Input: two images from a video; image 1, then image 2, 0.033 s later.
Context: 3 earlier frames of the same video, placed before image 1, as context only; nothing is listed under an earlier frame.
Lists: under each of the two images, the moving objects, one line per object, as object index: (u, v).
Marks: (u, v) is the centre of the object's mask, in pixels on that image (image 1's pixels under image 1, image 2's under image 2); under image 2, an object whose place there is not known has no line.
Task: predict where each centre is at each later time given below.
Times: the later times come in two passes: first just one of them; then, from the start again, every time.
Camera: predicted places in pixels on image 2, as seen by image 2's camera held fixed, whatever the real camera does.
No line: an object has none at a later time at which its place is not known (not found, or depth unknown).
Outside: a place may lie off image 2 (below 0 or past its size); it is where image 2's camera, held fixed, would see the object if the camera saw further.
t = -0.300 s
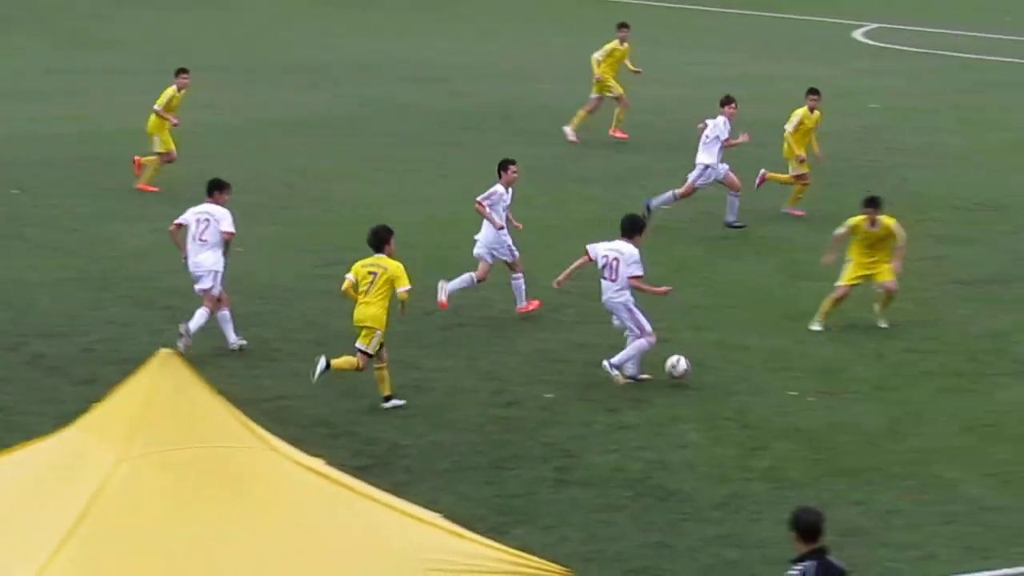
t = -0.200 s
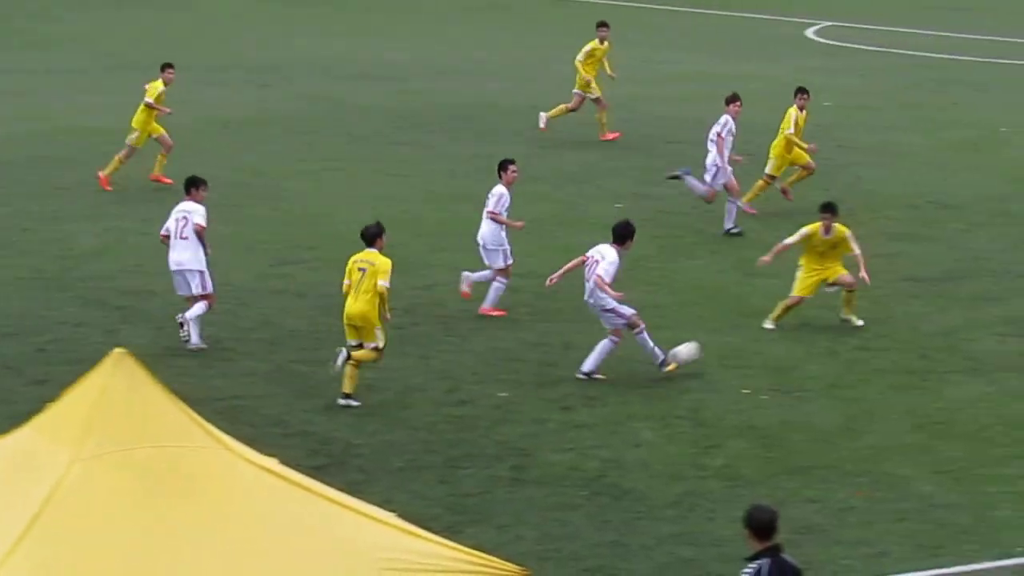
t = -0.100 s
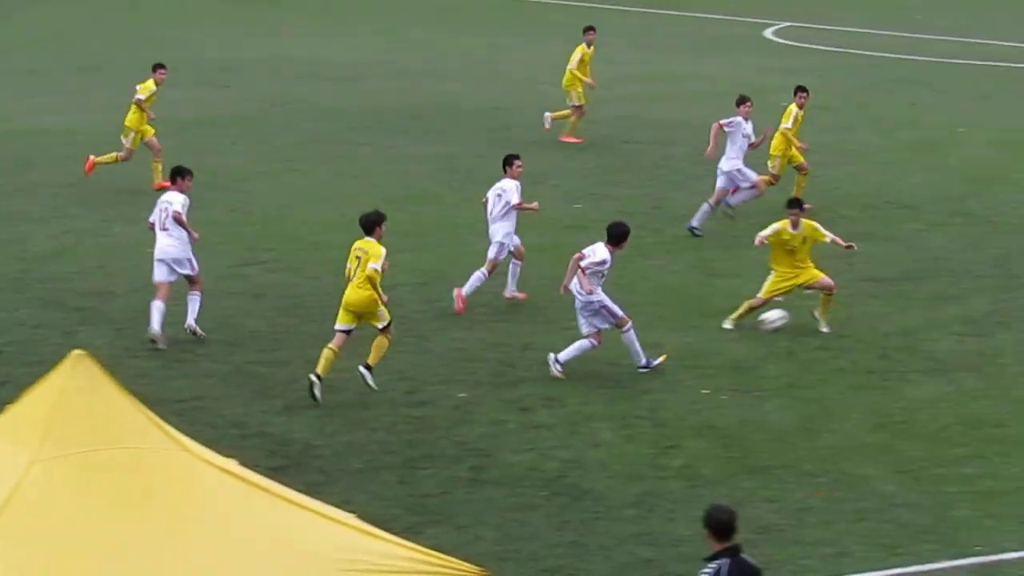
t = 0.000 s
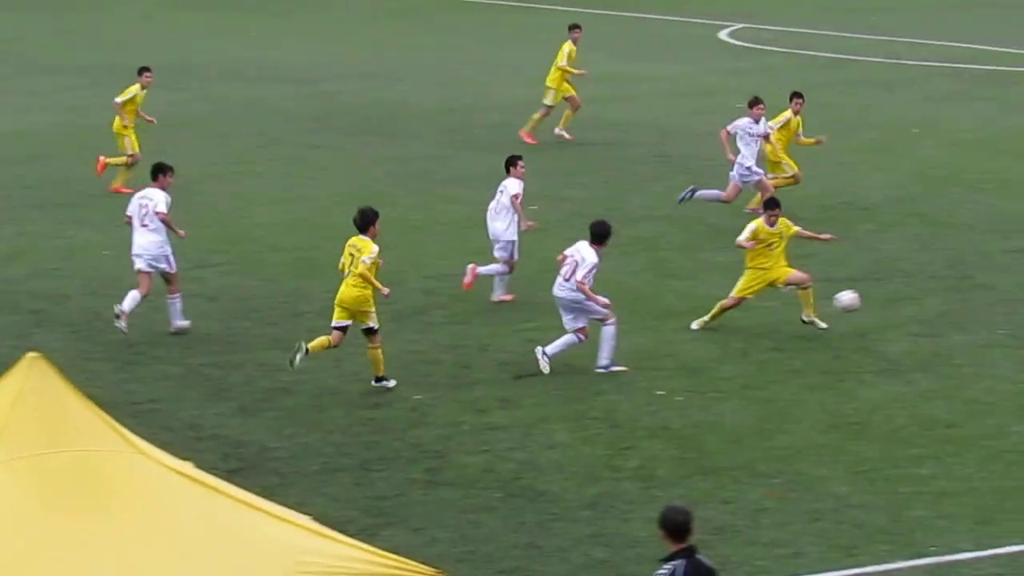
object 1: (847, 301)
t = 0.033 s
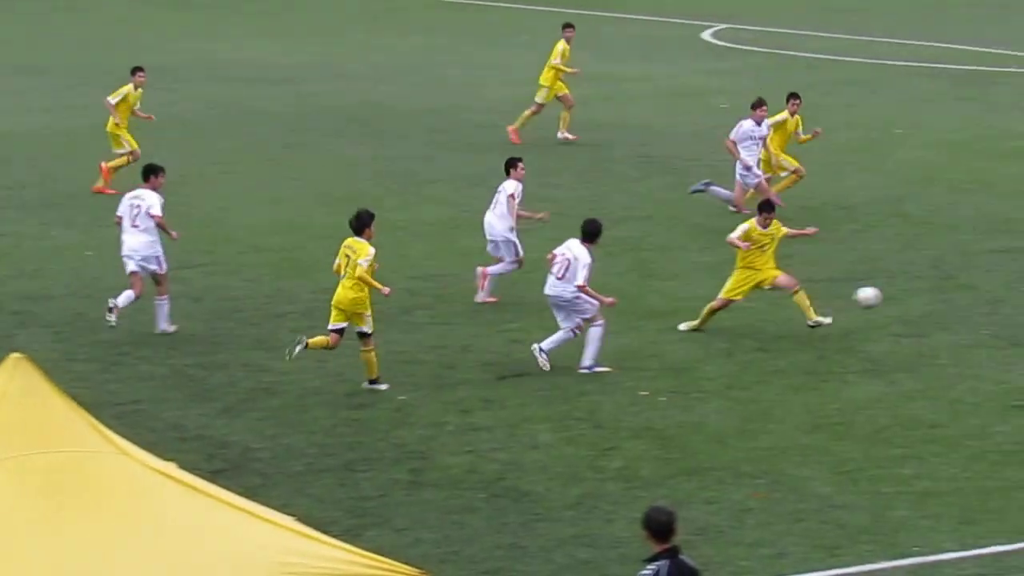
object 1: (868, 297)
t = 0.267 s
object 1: (1097, 281)
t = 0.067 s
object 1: (903, 294)
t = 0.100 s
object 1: (939, 292)
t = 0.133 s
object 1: (972, 292)
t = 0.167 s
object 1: (1005, 294)
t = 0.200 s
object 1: (1039, 296)
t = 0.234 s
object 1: (1068, 290)
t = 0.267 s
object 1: (1097, 281)
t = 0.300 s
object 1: (1126, 273)
